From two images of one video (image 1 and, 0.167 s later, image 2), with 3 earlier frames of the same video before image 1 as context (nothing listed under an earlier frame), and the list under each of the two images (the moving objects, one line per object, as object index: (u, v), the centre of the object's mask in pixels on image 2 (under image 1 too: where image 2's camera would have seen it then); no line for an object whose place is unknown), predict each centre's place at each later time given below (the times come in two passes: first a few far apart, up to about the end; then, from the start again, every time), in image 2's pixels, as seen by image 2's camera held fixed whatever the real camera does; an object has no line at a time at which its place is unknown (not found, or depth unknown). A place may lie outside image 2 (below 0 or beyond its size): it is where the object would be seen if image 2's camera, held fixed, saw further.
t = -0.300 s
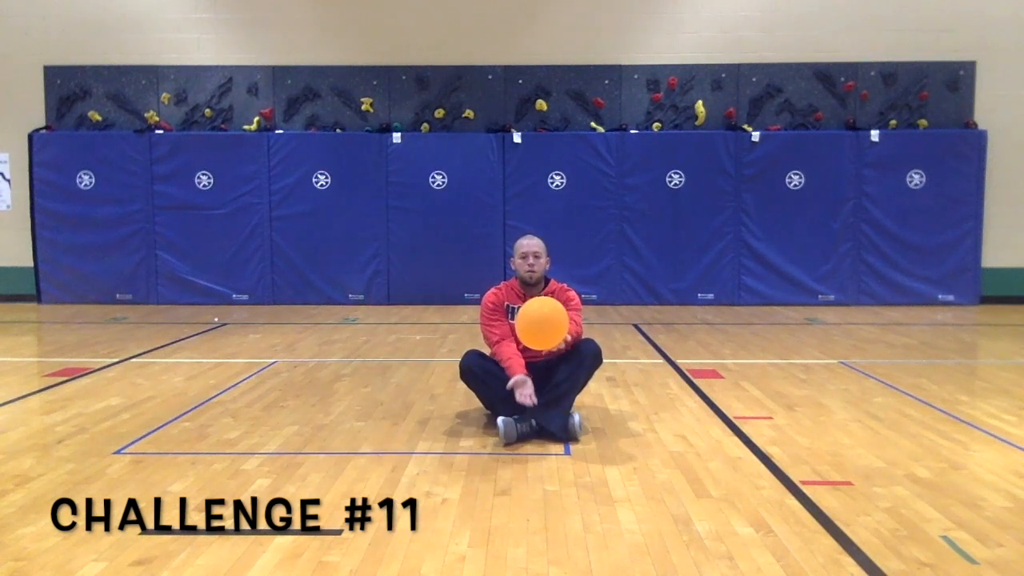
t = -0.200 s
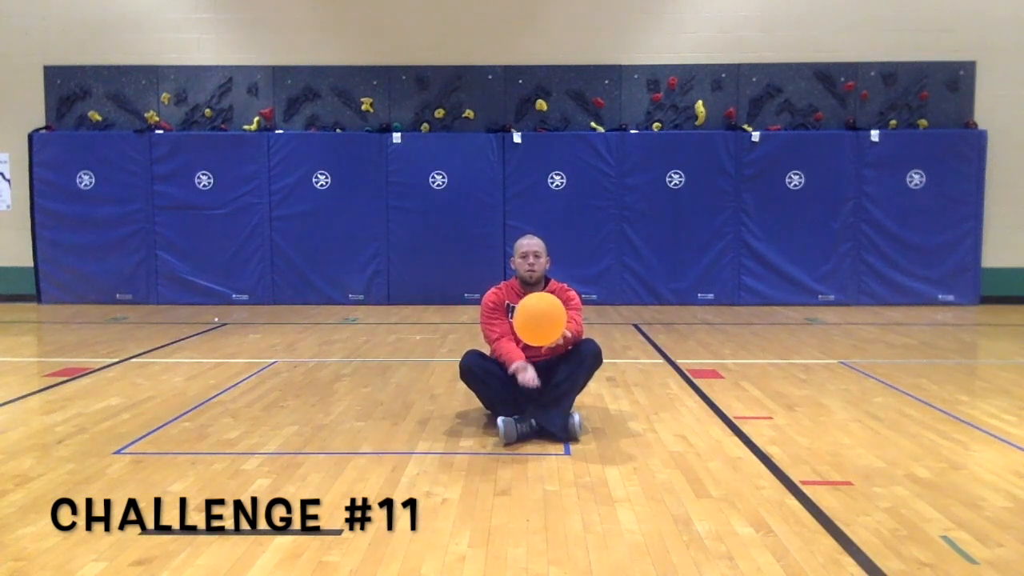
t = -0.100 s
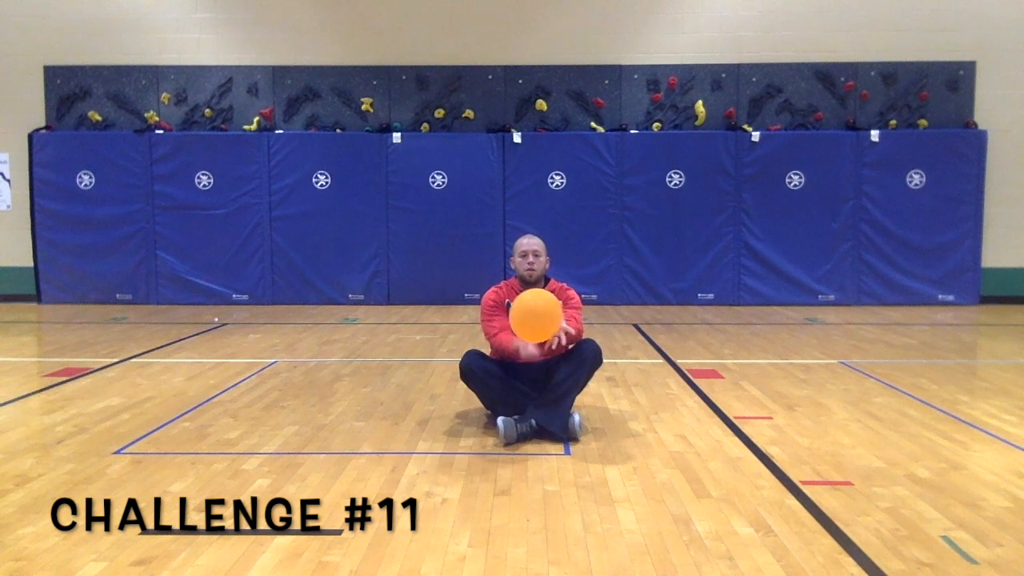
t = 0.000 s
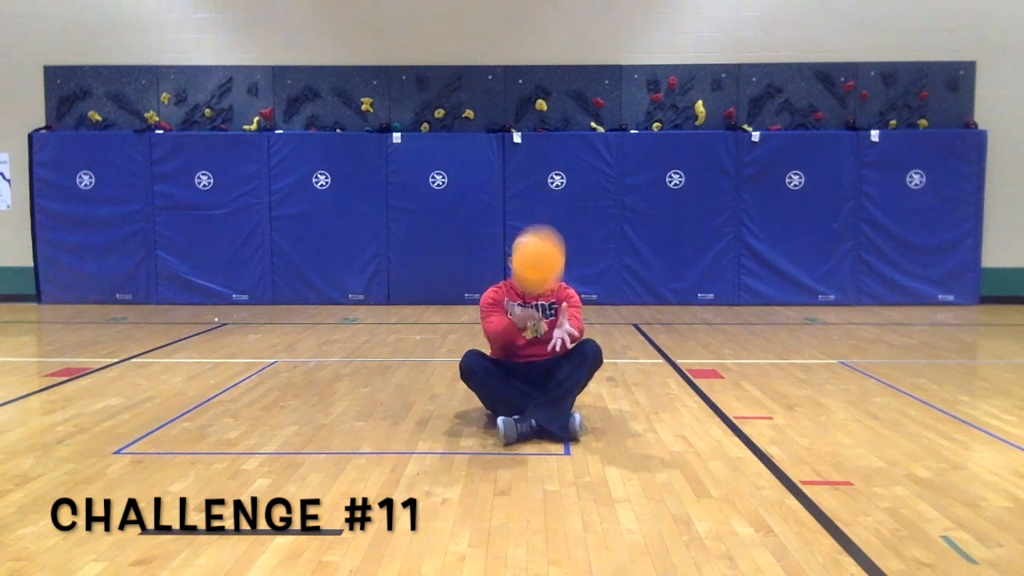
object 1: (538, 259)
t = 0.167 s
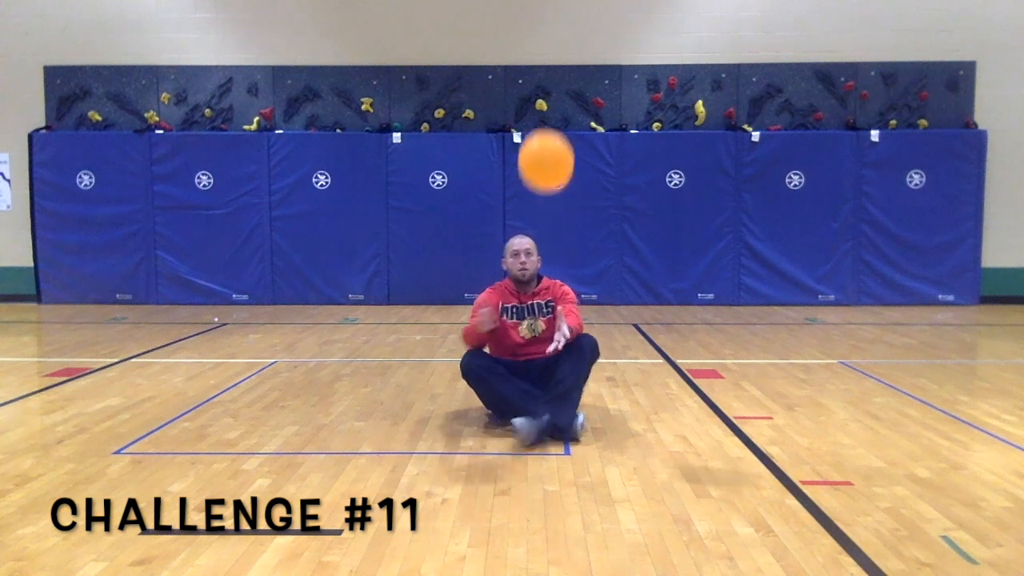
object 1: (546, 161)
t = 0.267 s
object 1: (549, 125)
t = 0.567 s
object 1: (548, 75)
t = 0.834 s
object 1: (538, 61)
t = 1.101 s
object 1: (523, 78)
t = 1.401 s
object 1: (505, 122)
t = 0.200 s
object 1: (547, 146)
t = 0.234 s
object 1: (548, 135)
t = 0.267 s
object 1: (549, 125)
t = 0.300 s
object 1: (550, 116)
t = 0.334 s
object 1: (551, 108)
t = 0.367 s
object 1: (551, 101)
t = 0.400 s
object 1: (552, 96)
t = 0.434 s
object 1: (552, 90)
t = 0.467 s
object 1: (551, 86)
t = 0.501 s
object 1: (550, 82)
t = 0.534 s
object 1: (549, 79)
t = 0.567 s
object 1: (548, 75)
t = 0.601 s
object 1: (547, 72)
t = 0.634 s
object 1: (546, 69)
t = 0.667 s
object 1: (544, 67)
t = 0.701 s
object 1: (543, 64)
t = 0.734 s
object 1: (542, 63)
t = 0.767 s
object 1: (541, 62)
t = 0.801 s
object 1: (539, 61)
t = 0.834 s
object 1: (538, 61)
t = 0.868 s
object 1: (536, 62)
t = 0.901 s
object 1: (534, 63)
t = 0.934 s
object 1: (533, 64)
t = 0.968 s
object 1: (531, 66)
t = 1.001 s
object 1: (529, 68)
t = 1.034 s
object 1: (527, 71)
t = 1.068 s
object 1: (525, 74)
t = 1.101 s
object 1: (523, 78)
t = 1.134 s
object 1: (520, 81)
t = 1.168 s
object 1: (518, 86)
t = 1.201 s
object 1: (516, 90)
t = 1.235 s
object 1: (514, 95)
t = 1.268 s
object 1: (512, 99)
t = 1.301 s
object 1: (511, 104)
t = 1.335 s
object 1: (509, 110)
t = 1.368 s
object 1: (507, 116)
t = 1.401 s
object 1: (505, 122)
